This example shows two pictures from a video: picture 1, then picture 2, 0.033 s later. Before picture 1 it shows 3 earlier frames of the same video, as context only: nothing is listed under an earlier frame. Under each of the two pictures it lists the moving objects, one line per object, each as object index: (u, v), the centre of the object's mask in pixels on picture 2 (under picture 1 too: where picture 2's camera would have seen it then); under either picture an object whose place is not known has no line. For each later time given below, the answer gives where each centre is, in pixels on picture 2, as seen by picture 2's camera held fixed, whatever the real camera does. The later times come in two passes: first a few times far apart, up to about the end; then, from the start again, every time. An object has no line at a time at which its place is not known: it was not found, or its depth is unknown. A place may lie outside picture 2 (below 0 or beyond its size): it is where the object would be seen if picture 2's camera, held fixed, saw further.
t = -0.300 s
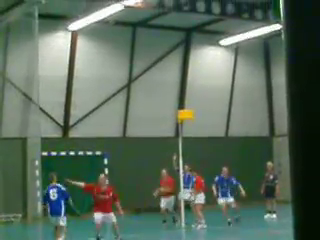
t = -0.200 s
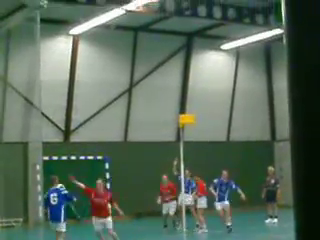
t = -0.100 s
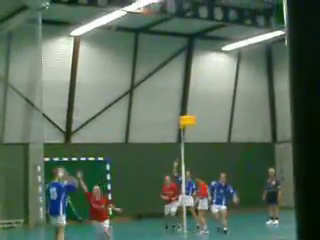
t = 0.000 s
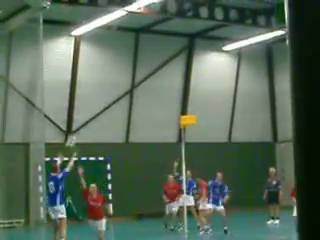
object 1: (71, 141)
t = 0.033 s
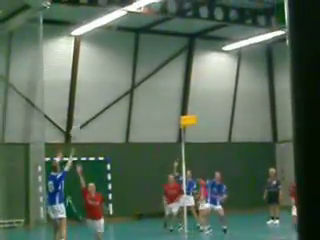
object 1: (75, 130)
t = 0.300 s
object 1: (106, 73)
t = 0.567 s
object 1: (133, 53)
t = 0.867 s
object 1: (160, 61)
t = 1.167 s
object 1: (183, 97)
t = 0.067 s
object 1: (78, 121)
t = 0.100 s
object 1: (81, 114)
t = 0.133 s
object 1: (86, 104)
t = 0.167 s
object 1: (90, 96)
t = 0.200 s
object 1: (94, 89)
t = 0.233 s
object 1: (98, 84)
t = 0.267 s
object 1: (102, 79)
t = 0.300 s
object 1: (106, 73)
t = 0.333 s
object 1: (110, 69)
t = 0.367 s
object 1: (113, 66)
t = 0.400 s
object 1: (116, 63)
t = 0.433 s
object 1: (119, 59)
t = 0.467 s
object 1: (123, 58)
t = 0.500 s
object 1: (126, 56)
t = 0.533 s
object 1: (130, 54)
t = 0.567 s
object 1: (133, 53)
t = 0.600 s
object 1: (135, 53)
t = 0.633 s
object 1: (139, 53)
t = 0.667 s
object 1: (142, 53)
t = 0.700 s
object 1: (145, 53)
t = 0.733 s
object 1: (148, 54)
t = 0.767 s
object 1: (150, 55)
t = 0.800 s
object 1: (153, 57)
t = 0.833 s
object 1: (157, 59)
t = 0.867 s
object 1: (160, 61)
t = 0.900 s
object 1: (162, 65)
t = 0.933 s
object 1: (165, 67)
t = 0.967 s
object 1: (167, 70)
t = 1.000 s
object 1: (170, 74)
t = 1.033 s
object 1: (173, 77)
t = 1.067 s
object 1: (175, 81)
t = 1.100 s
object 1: (178, 86)
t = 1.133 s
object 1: (181, 92)
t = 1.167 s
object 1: (183, 97)
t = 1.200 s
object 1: (184, 102)
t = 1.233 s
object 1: (187, 107)
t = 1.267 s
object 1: (189, 112)
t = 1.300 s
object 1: (190, 114)
